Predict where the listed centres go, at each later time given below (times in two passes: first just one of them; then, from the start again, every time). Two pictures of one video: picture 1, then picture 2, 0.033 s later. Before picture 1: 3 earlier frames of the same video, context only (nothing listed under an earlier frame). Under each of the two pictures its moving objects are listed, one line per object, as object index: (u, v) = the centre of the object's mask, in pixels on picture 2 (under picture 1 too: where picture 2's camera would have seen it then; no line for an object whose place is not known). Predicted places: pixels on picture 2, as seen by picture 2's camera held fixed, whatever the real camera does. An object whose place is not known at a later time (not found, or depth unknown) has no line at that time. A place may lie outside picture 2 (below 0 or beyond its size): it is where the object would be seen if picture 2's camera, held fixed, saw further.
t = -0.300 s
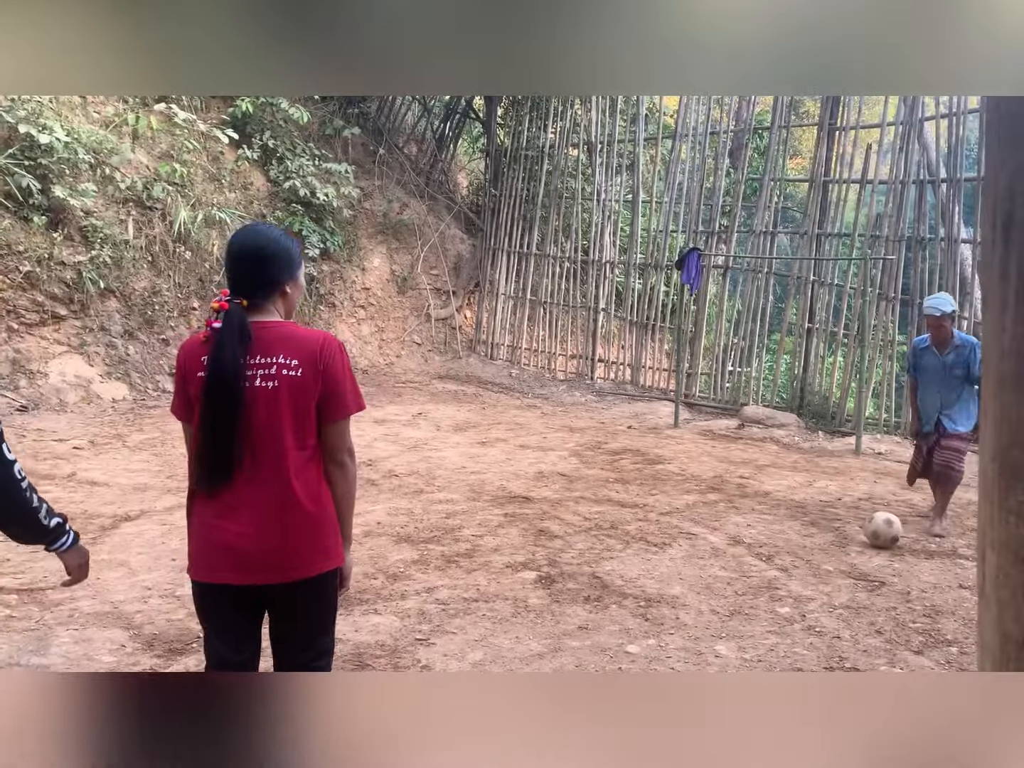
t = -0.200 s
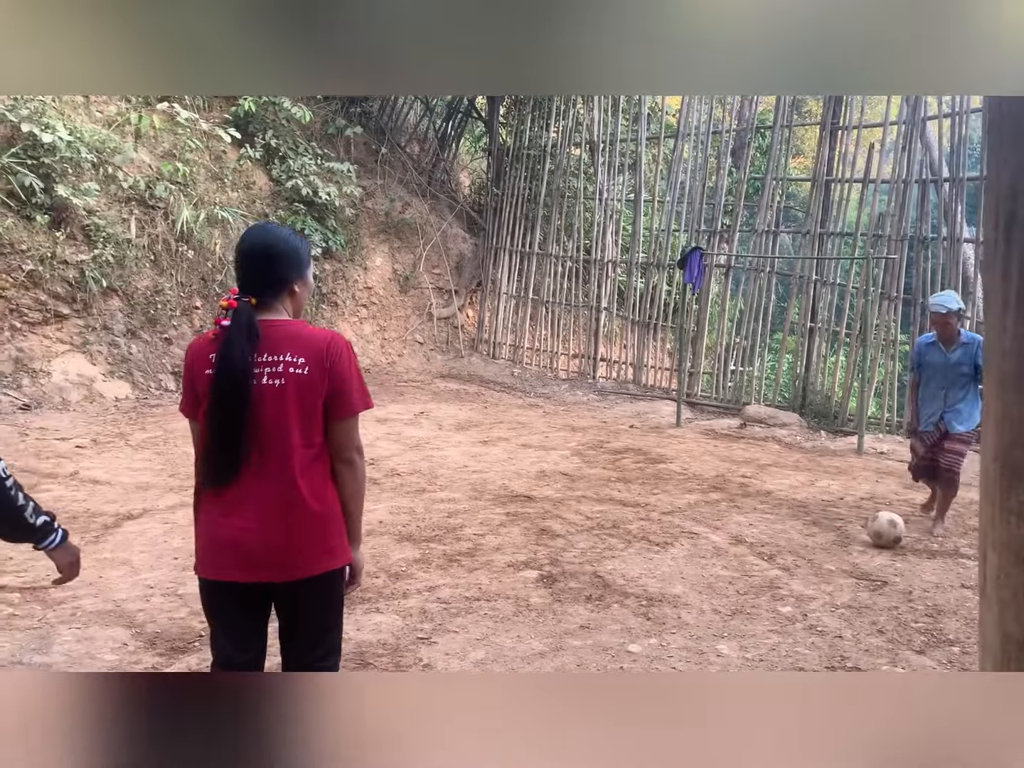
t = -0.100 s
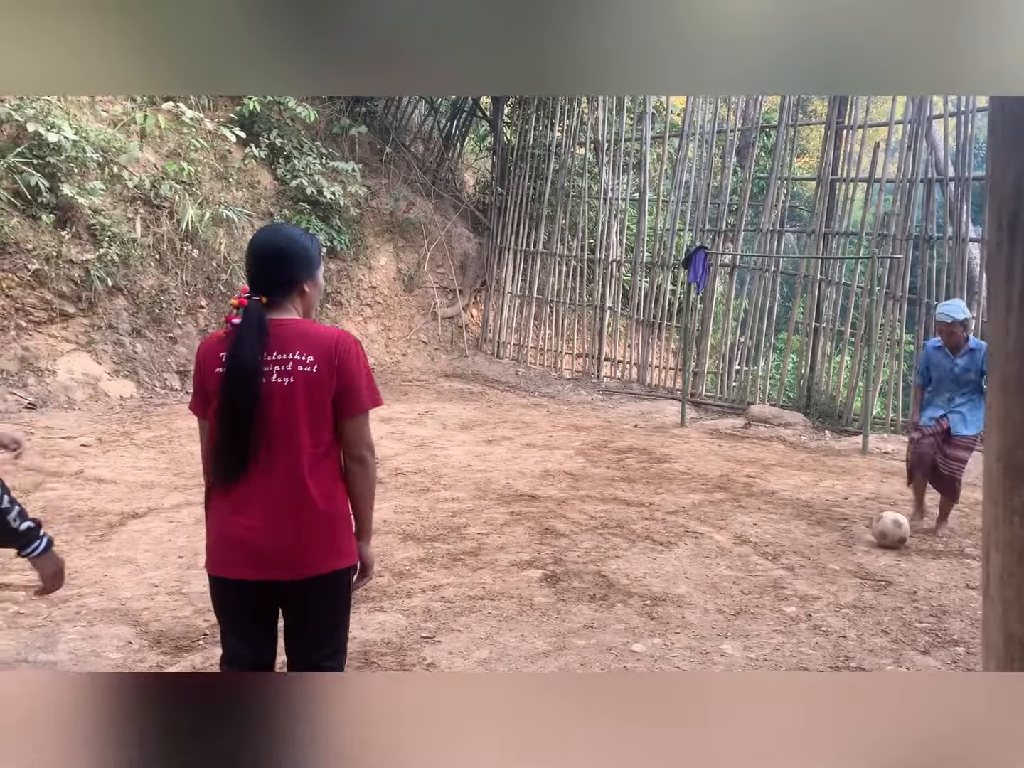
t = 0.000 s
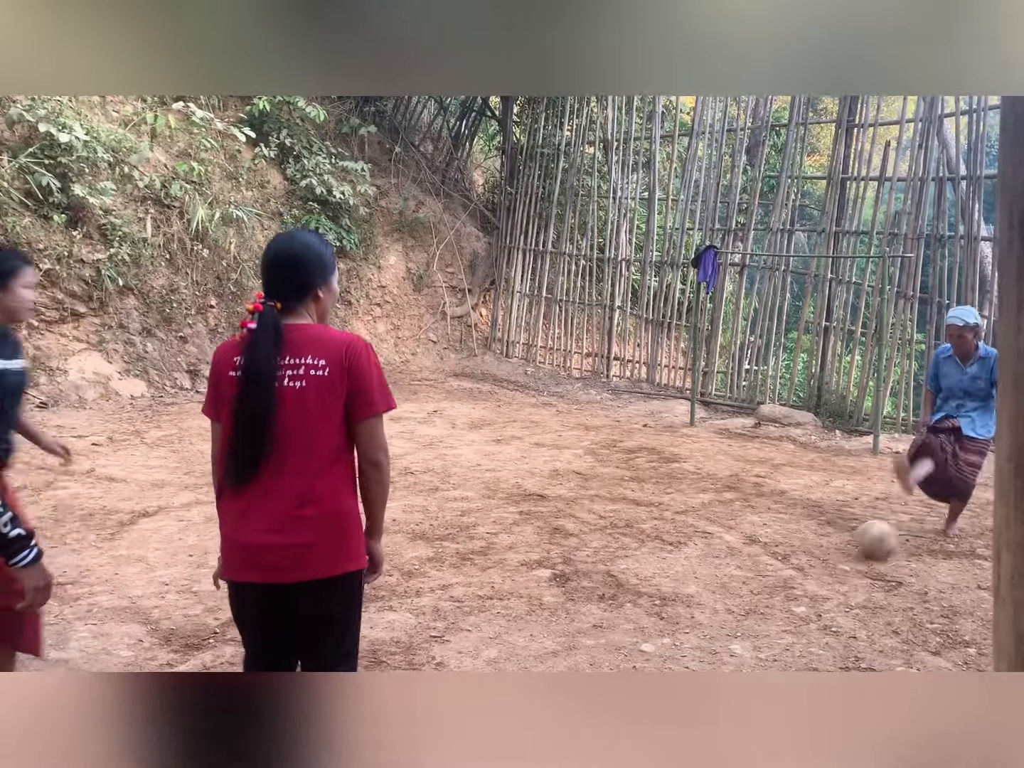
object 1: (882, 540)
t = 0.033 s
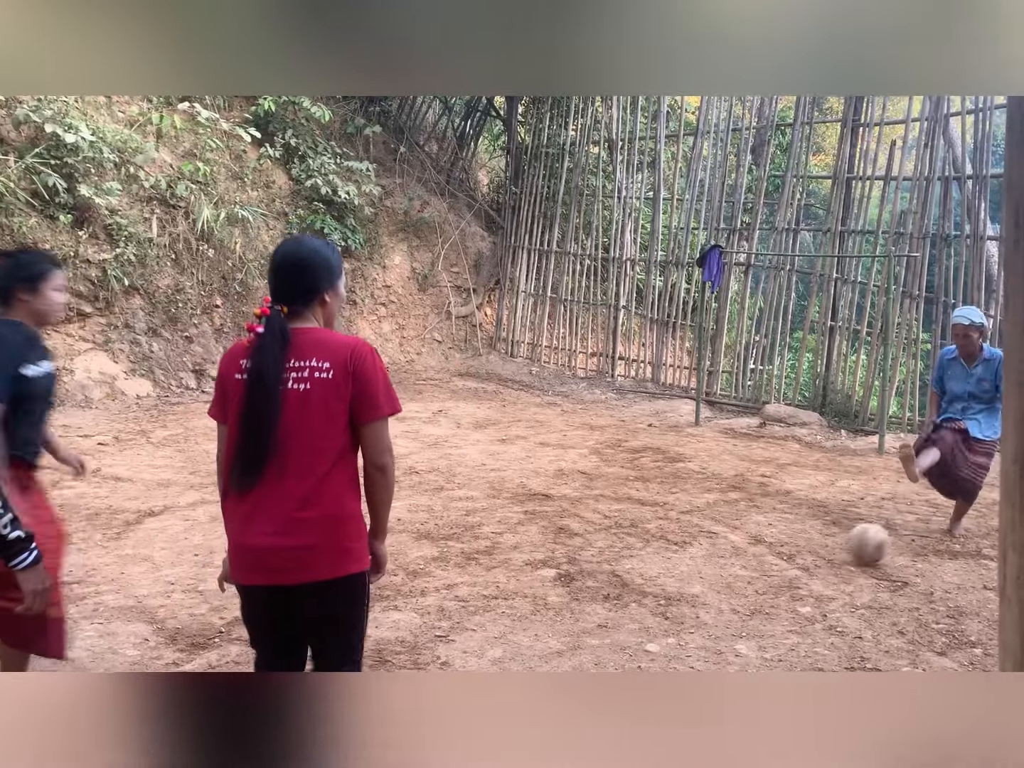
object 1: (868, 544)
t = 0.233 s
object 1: (765, 574)
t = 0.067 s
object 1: (853, 550)
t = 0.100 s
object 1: (837, 558)
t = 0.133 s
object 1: (818, 565)
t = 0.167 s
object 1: (803, 565)
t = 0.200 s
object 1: (786, 568)
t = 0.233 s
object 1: (765, 574)
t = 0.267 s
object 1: (745, 582)
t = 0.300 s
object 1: (723, 595)
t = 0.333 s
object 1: (700, 611)
